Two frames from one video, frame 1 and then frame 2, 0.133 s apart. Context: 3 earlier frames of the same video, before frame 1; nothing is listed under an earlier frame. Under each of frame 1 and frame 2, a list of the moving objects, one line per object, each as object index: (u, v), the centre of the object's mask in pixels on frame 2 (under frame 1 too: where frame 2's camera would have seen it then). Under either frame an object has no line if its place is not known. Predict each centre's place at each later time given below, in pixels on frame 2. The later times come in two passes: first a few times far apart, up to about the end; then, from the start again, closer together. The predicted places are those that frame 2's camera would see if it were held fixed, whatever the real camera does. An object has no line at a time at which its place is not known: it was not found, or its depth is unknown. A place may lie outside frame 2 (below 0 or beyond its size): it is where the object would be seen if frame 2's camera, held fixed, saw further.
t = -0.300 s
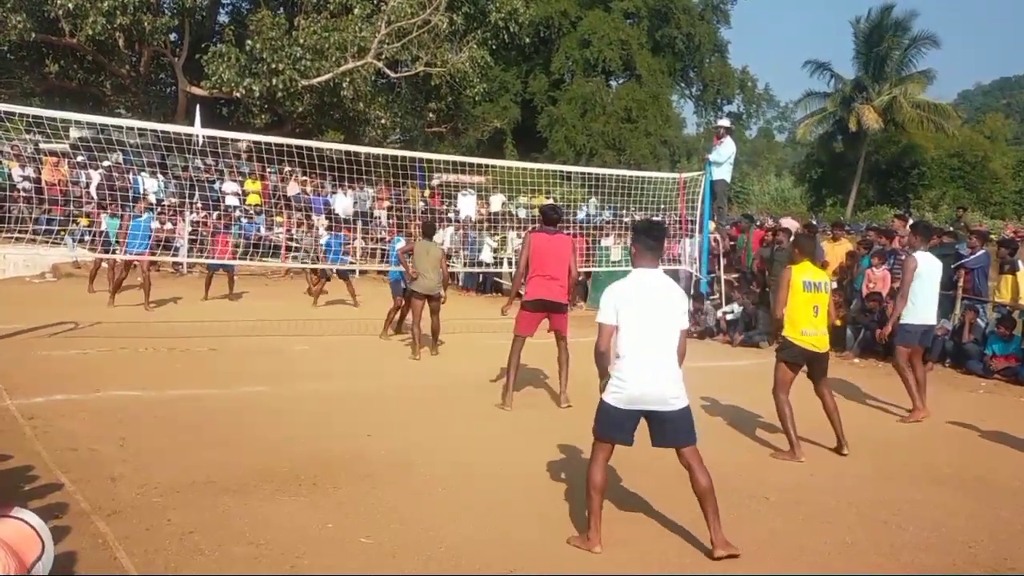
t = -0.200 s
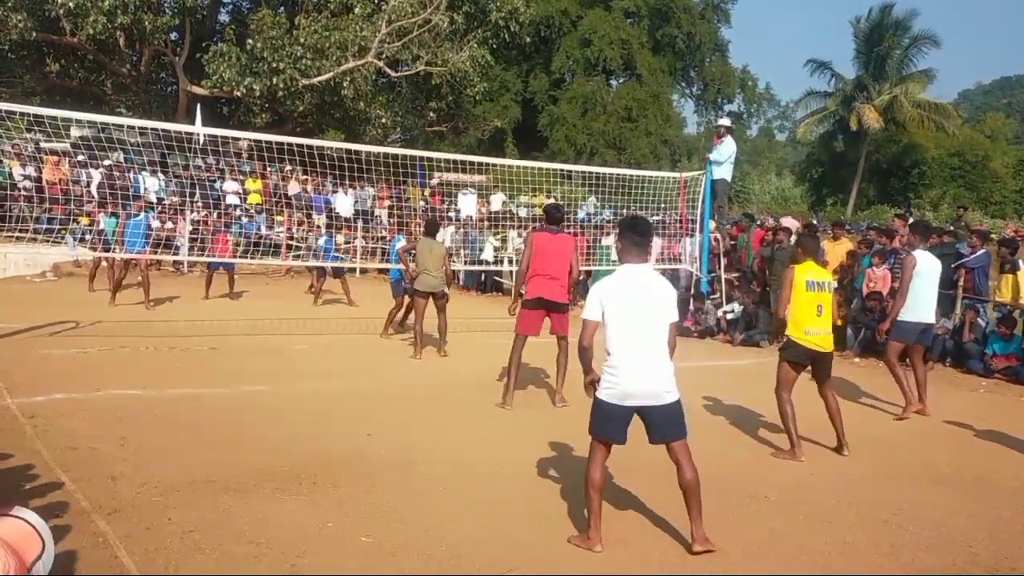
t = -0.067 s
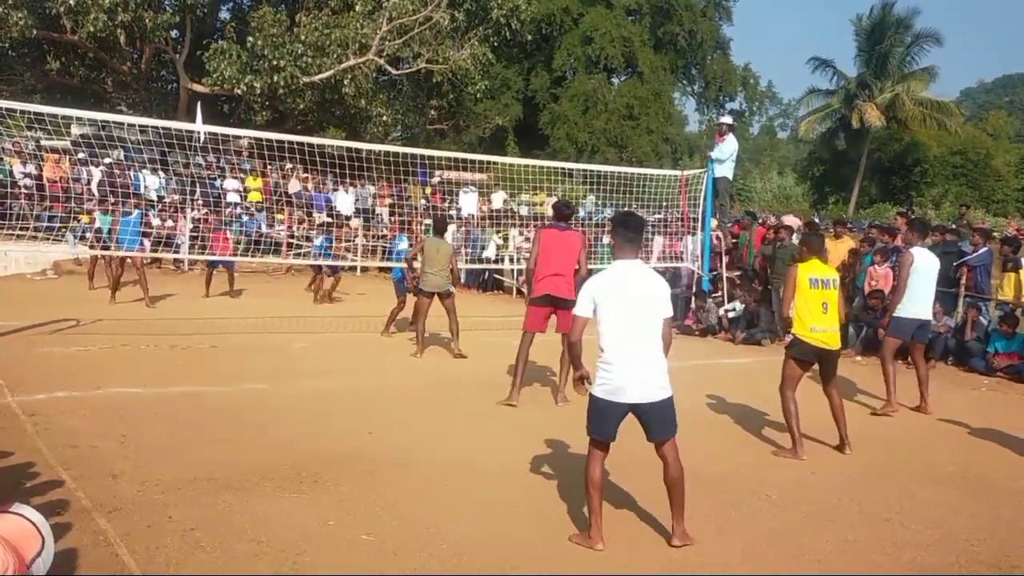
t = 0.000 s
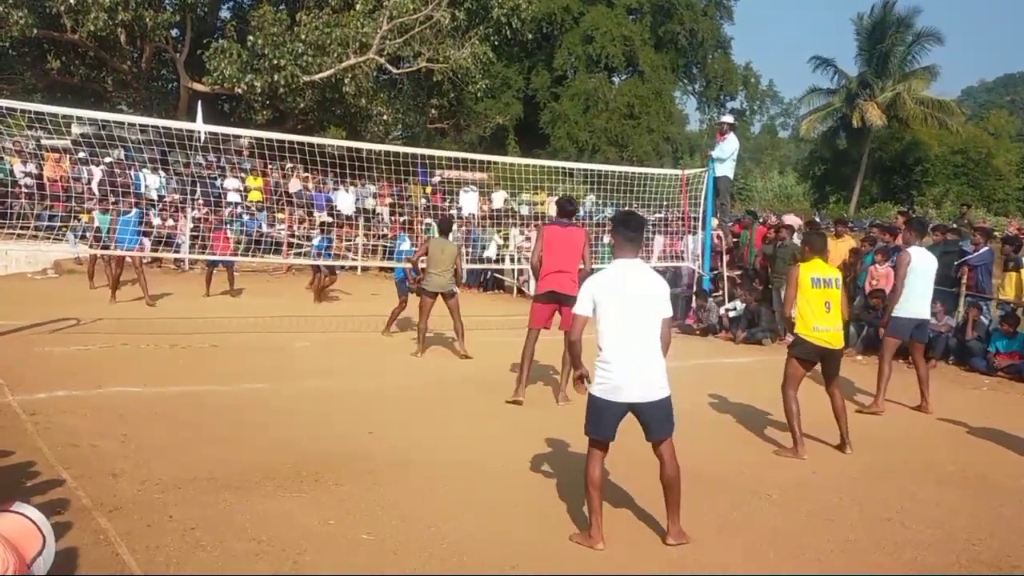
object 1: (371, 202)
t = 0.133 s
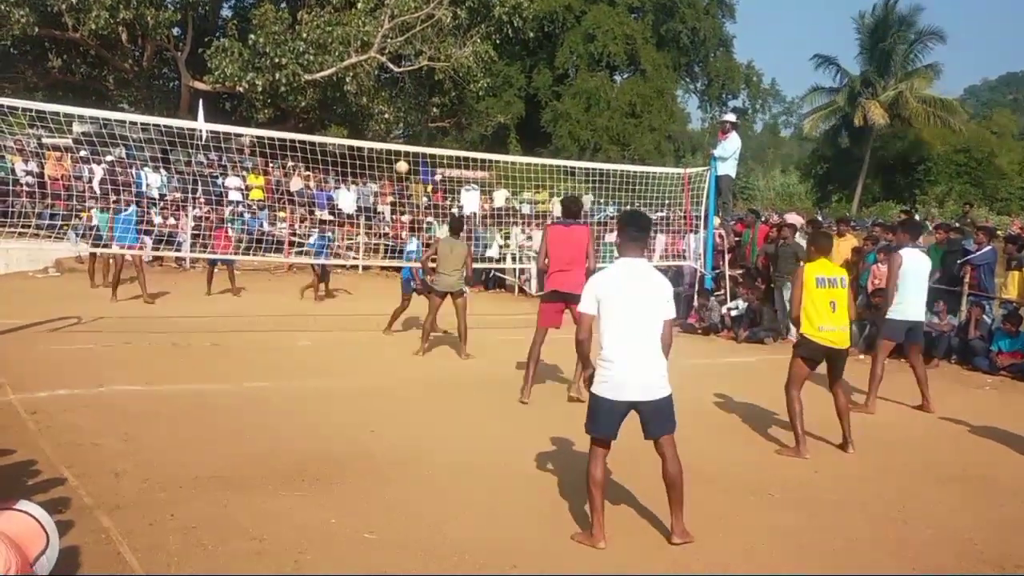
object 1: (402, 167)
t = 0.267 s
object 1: (435, 137)
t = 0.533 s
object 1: (512, 104)
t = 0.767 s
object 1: (597, 114)
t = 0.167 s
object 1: (409, 159)
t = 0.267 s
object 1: (435, 137)
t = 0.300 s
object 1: (443, 131)
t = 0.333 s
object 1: (453, 125)
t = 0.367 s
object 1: (462, 120)
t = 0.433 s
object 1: (482, 111)
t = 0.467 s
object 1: (492, 108)
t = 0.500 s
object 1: (502, 106)
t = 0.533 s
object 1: (512, 104)
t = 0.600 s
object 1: (534, 103)
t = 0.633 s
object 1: (546, 103)
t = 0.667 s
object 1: (558, 105)
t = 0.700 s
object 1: (570, 107)
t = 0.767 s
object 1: (597, 114)
